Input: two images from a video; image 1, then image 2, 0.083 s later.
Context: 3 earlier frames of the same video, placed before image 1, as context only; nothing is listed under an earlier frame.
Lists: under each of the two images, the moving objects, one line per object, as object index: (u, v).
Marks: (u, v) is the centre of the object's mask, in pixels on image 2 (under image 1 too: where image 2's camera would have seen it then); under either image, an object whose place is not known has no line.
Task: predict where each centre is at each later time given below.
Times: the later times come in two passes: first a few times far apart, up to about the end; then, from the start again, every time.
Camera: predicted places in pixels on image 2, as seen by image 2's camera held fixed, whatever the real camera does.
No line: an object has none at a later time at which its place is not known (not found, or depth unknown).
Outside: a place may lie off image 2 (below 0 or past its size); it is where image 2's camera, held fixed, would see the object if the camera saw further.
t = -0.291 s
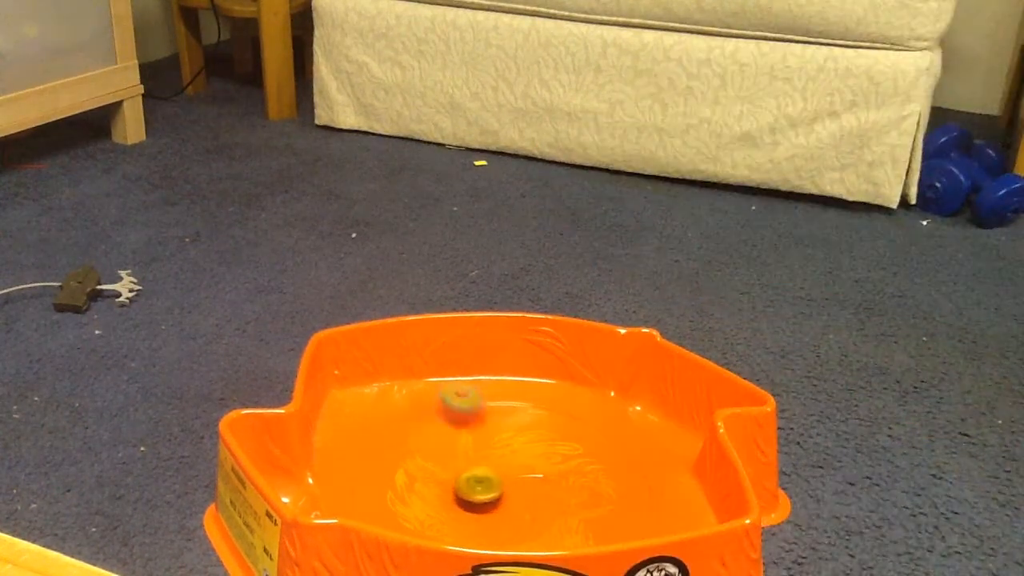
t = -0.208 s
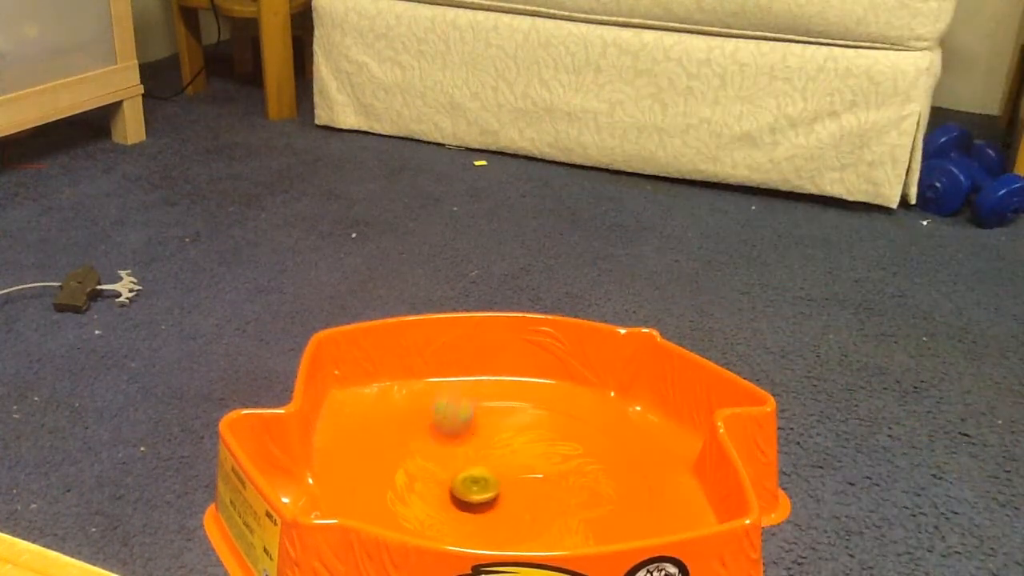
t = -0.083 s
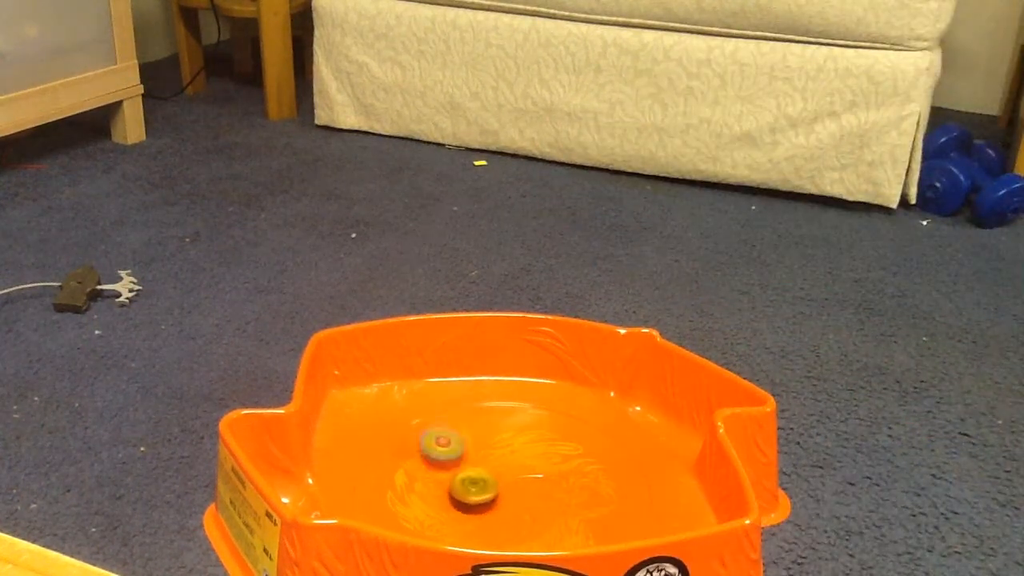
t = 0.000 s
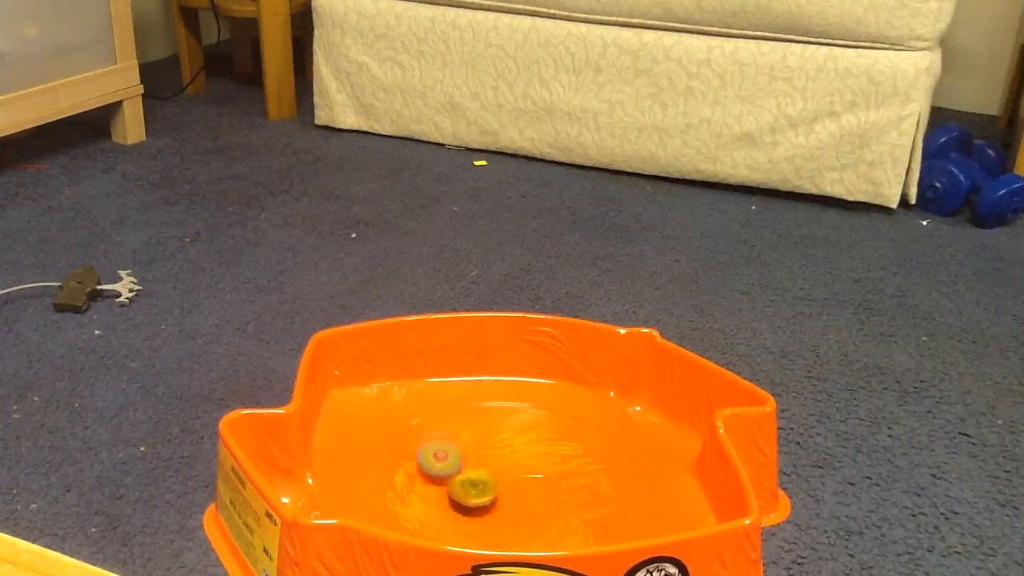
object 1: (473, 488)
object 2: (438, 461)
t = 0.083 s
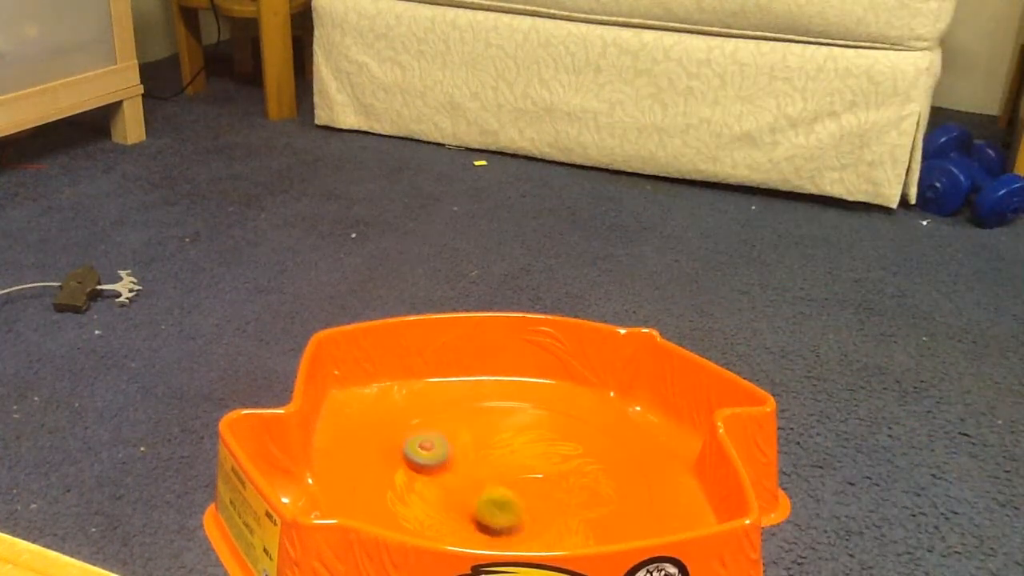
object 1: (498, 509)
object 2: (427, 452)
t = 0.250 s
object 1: (543, 520)
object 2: (426, 451)
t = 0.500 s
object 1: (570, 498)
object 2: (442, 462)
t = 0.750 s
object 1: (547, 478)
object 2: (468, 474)
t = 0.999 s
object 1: (540, 484)
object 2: (463, 482)
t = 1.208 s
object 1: (545, 492)
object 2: (460, 492)
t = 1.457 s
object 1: (564, 487)
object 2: (443, 503)
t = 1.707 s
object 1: (536, 489)
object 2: (458, 520)
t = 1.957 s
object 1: (517, 500)
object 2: (478, 529)
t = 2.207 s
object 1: (534, 479)
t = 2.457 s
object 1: (522, 461)
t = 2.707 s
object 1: (491, 463)
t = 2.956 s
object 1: (482, 481)
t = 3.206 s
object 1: (460, 477)
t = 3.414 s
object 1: (458, 485)
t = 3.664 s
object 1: (499, 495)
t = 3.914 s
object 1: (506, 518)
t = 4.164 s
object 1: (527, 516)
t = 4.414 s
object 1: (524, 492)
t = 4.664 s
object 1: (492, 491)
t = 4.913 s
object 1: (482, 513)
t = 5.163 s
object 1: (494, 523)
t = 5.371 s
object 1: (518, 533)
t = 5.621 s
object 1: (542, 521)
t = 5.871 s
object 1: (548, 503)
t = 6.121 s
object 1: (537, 486)
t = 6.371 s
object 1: (508, 481)
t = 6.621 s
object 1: (509, 478)
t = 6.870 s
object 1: (510, 478)
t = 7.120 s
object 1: (519, 481)
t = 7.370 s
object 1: (534, 482)
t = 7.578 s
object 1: (539, 485)
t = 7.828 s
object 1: (559, 476)
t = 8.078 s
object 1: (548, 466)
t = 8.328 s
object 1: (522, 478)
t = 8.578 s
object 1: (505, 487)
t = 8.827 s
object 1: (487, 467)
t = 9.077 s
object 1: (466, 464)
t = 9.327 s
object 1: (466, 478)
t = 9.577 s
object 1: (492, 490)
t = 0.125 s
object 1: (510, 516)
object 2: (424, 449)
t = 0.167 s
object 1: (521, 519)
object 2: (424, 449)
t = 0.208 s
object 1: (532, 521)
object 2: (424, 449)
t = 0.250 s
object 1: (543, 520)
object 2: (426, 451)
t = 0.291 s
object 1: (551, 518)
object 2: (429, 453)
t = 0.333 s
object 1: (558, 515)
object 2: (431, 455)
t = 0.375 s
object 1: (564, 511)
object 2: (433, 457)
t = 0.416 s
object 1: (568, 507)
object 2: (436, 459)
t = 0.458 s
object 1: (569, 502)
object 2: (439, 461)
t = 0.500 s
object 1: (570, 498)
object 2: (442, 462)
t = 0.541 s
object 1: (570, 494)
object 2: (445, 464)
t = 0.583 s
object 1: (567, 490)
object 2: (449, 465)
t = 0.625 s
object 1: (563, 486)
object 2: (453, 467)
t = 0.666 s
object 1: (558, 483)
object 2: (458, 469)
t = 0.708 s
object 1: (553, 480)
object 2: (463, 472)
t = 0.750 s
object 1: (547, 478)
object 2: (468, 474)
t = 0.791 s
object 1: (539, 478)
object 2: (473, 476)
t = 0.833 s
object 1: (534, 478)
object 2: (477, 478)
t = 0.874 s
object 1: (537, 480)
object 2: (471, 478)
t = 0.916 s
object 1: (540, 481)
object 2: (463, 478)
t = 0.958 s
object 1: (540, 482)
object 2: (461, 479)
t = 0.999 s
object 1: (540, 484)
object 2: (463, 482)
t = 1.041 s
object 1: (538, 485)
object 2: (466, 485)
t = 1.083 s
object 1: (536, 486)
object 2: (470, 488)
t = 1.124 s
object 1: (534, 488)
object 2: (474, 491)
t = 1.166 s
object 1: (534, 490)
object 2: (475, 493)
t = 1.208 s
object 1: (545, 492)
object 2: (460, 492)
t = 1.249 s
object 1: (554, 493)
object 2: (448, 491)
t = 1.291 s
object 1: (559, 493)
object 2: (442, 491)
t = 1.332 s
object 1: (562, 492)
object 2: (439, 492)
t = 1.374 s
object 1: (564, 490)
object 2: (439, 495)
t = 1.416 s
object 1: (565, 488)
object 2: (440, 498)
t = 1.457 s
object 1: (564, 487)
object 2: (443, 503)
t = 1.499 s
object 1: (562, 486)
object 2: (444, 506)
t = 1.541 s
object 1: (559, 484)
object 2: (447, 510)
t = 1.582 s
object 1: (554, 484)
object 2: (449, 513)
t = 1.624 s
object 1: (548, 485)
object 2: (452, 516)
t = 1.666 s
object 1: (541, 487)
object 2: (455, 518)
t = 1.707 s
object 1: (536, 489)
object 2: (458, 520)
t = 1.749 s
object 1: (530, 492)
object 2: (462, 522)
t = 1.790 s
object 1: (525, 494)
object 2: (466, 524)
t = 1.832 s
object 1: (521, 496)
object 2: (471, 524)
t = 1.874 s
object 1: (517, 499)
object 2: (476, 525)
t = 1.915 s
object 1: (517, 500)
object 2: (477, 527)
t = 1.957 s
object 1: (517, 500)
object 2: (478, 529)
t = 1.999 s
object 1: (517, 501)
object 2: (482, 530)
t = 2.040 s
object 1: (516, 502)
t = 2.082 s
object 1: (516, 501)
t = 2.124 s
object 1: (524, 493)
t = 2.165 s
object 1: (530, 483)
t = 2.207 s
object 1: (534, 479)
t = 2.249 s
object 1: (534, 475)
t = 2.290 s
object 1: (533, 472)
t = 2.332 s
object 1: (531, 469)
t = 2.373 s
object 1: (527, 466)
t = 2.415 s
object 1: (524, 464)
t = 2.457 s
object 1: (522, 461)
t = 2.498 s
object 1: (517, 460)
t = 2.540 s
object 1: (512, 460)
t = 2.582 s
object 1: (506, 460)
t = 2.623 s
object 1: (501, 461)
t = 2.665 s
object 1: (495, 461)
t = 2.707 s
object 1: (491, 463)
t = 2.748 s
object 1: (488, 464)
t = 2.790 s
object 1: (485, 467)
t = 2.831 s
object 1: (483, 470)
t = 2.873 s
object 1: (482, 474)
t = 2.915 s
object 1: (481, 478)
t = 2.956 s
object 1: (482, 481)
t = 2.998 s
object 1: (483, 485)
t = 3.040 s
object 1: (482, 485)
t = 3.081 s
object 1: (473, 480)
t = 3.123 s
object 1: (467, 477)
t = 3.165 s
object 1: (462, 476)
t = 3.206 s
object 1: (460, 477)
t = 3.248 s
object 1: (457, 478)
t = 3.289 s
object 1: (455, 479)
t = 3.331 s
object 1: (453, 480)
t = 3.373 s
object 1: (456, 482)
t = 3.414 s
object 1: (458, 485)
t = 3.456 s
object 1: (463, 489)
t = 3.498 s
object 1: (467, 493)
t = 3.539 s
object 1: (473, 496)
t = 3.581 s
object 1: (482, 496)
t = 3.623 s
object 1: (492, 496)
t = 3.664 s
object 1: (499, 495)
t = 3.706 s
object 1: (505, 494)
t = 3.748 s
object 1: (505, 497)
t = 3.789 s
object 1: (501, 505)
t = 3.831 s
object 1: (500, 511)
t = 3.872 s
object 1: (502, 515)
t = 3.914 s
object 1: (506, 518)
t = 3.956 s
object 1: (510, 520)
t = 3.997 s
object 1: (514, 521)
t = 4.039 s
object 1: (519, 522)
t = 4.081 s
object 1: (522, 521)
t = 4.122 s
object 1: (524, 519)
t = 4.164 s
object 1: (527, 516)
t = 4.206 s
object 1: (529, 514)
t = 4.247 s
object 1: (530, 510)
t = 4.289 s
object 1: (529, 505)
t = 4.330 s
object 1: (530, 501)
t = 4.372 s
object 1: (530, 497)
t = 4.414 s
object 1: (524, 492)
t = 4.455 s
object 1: (518, 489)
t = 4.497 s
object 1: (513, 488)
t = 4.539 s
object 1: (508, 488)
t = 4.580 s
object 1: (502, 488)
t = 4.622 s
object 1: (497, 488)
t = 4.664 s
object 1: (492, 491)
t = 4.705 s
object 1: (487, 497)
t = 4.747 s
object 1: (485, 501)
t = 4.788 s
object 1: (483, 504)
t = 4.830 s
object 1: (482, 507)
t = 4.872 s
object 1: (482, 510)
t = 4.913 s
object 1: (482, 513)
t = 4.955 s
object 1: (482, 516)
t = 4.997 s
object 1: (483, 518)
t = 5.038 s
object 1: (485, 520)
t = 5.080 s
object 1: (488, 522)
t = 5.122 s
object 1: (491, 523)
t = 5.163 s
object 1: (494, 523)
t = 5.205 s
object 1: (497, 523)
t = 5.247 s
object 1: (501, 523)
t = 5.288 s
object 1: (507, 528)
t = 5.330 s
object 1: (513, 532)
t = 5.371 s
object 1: (518, 533)
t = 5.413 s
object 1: (523, 533)
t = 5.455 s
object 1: (529, 532)
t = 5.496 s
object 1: (534, 531)
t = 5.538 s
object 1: (537, 530)
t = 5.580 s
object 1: (540, 525)
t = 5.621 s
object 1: (542, 521)
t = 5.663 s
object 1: (542, 517)
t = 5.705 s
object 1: (540, 513)
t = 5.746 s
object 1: (538, 509)
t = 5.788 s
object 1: (539, 506)
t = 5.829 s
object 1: (545, 505)
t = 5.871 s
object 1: (548, 503)
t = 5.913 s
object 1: (549, 500)
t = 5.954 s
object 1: (548, 497)
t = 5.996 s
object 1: (546, 494)
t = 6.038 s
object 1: (544, 491)
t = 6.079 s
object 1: (540, 488)
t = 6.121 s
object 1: (537, 486)
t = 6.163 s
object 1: (533, 483)
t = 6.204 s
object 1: (529, 482)
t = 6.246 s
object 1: (524, 482)
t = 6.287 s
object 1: (519, 481)
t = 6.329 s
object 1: (514, 481)
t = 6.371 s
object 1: (508, 481)
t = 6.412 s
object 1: (504, 481)
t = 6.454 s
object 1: (501, 481)
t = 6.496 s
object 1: (504, 479)
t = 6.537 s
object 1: (507, 479)
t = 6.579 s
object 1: (508, 479)
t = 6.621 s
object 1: (509, 478)
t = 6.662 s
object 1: (509, 478)
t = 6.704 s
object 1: (509, 477)
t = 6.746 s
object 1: (509, 478)
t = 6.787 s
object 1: (510, 478)
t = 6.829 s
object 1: (510, 477)
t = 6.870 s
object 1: (510, 478)
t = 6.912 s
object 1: (509, 479)
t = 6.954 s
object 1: (509, 479)
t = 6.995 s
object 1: (508, 480)
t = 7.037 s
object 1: (509, 481)
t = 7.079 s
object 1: (514, 481)
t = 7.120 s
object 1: (519, 481)
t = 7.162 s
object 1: (522, 481)
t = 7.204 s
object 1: (525, 481)
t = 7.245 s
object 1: (528, 481)
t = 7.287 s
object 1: (530, 481)
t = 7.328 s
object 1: (532, 481)
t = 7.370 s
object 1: (534, 482)
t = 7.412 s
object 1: (535, 483)
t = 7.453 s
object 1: (537, 483)
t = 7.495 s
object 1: (538, 484)
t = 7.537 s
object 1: (539, 484)
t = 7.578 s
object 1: (539, 485)
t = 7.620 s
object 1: (539, 484)
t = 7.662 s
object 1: (539, 486)
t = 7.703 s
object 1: (541, 485)
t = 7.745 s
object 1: (551, 482)
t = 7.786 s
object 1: (557, 479)
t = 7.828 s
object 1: (559, 476)
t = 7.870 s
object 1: (560, 474)
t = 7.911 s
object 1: (560, 471)
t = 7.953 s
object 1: (558, 470)
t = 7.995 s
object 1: (556, 468)
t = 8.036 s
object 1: (553, 466)
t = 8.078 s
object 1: (548, 466)
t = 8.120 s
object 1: (544, 466)
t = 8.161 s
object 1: (539, 467)
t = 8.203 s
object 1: (534, 470)
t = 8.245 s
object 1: (529, 473)
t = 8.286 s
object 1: (525, 476)
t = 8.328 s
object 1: (522, 478)
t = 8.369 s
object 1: (518, 482)
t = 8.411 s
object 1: (515, 484)
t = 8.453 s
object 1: (514, 484)
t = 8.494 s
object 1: (511, 485)
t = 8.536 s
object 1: (508, 485)
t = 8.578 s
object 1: (505, 487)
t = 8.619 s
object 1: (501, 487)
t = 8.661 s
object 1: (498, 482)
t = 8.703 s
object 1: (496, 476)
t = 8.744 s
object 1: (493, 471)
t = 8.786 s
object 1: (490, 469)
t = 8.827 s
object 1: (487, 467)
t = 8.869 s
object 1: (483, 465)
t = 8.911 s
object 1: (479, 464)
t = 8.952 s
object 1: (475, 463)
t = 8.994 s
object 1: (472, 463)
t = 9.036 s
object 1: (469, 463)
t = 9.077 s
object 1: (466, 464)
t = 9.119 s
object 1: (463, 466)
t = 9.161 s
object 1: (463, 467)
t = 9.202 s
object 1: (462, 469)
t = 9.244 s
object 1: (462, 473)
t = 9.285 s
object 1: (463, 475)
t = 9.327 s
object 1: (466, 478)
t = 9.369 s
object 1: (469, 481)
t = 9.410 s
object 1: (473, 482)
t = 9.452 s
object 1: (478, 485)
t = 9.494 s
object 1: (483, 487)
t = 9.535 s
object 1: (487, 488)
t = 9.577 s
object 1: (492, 490)
